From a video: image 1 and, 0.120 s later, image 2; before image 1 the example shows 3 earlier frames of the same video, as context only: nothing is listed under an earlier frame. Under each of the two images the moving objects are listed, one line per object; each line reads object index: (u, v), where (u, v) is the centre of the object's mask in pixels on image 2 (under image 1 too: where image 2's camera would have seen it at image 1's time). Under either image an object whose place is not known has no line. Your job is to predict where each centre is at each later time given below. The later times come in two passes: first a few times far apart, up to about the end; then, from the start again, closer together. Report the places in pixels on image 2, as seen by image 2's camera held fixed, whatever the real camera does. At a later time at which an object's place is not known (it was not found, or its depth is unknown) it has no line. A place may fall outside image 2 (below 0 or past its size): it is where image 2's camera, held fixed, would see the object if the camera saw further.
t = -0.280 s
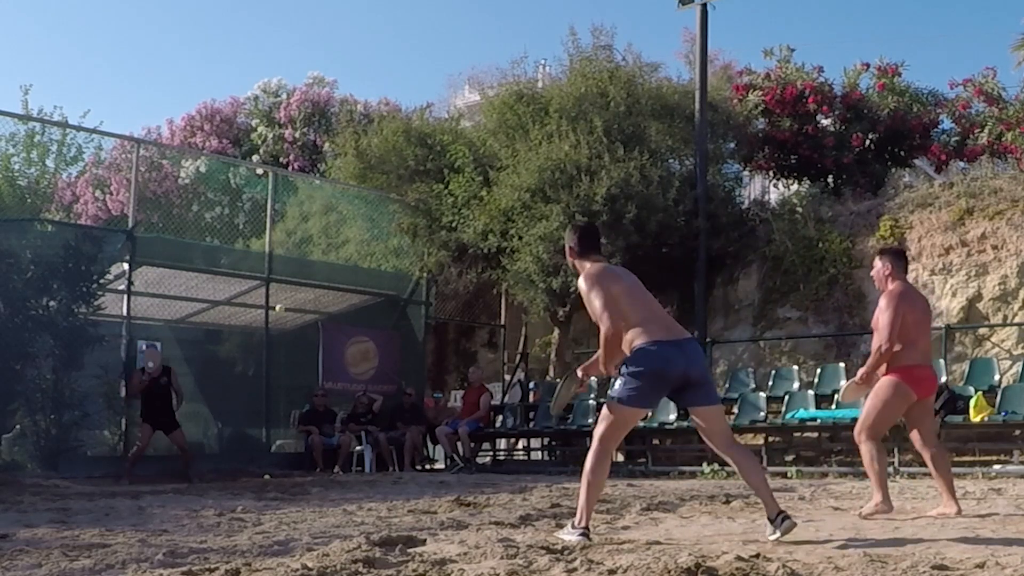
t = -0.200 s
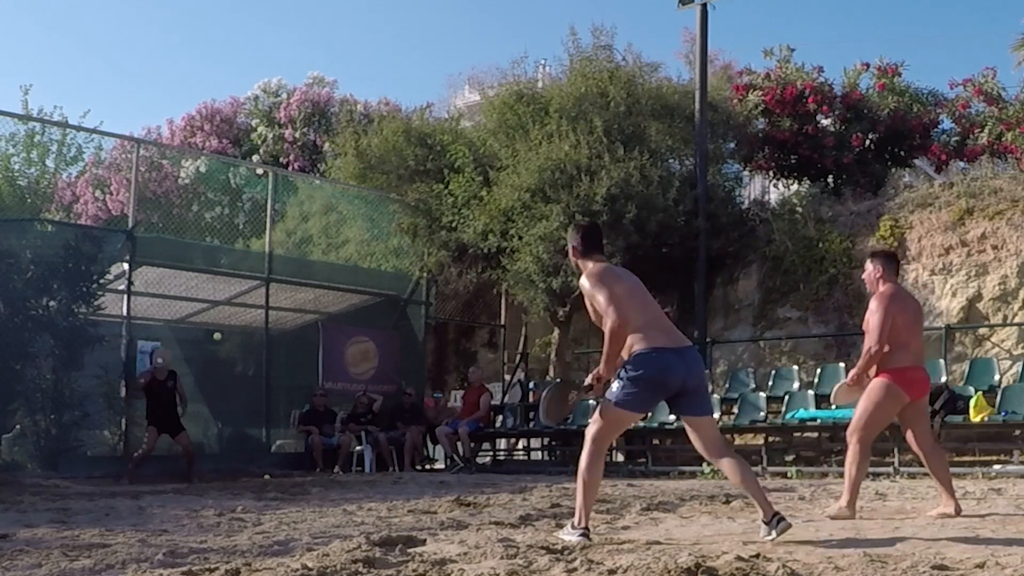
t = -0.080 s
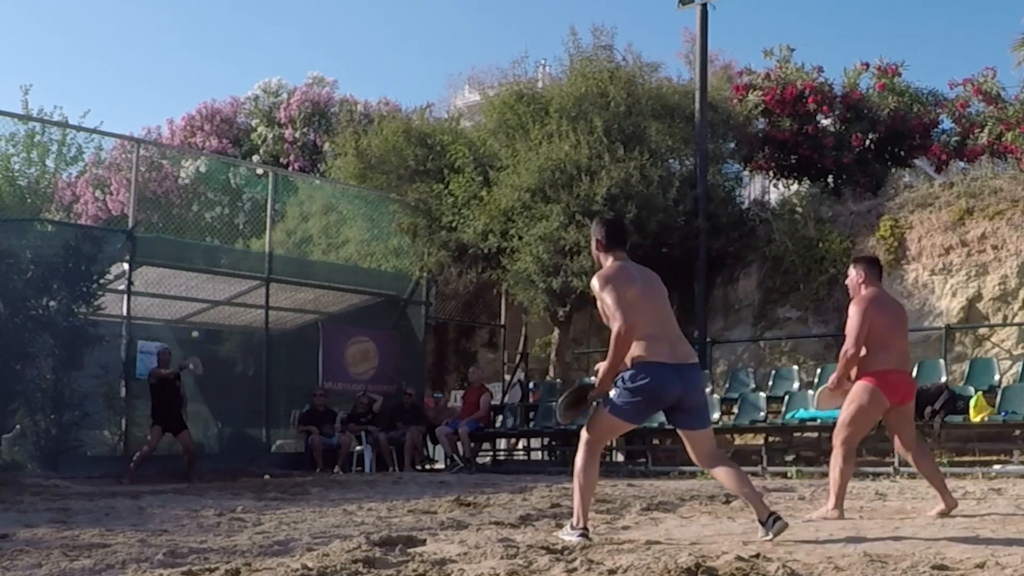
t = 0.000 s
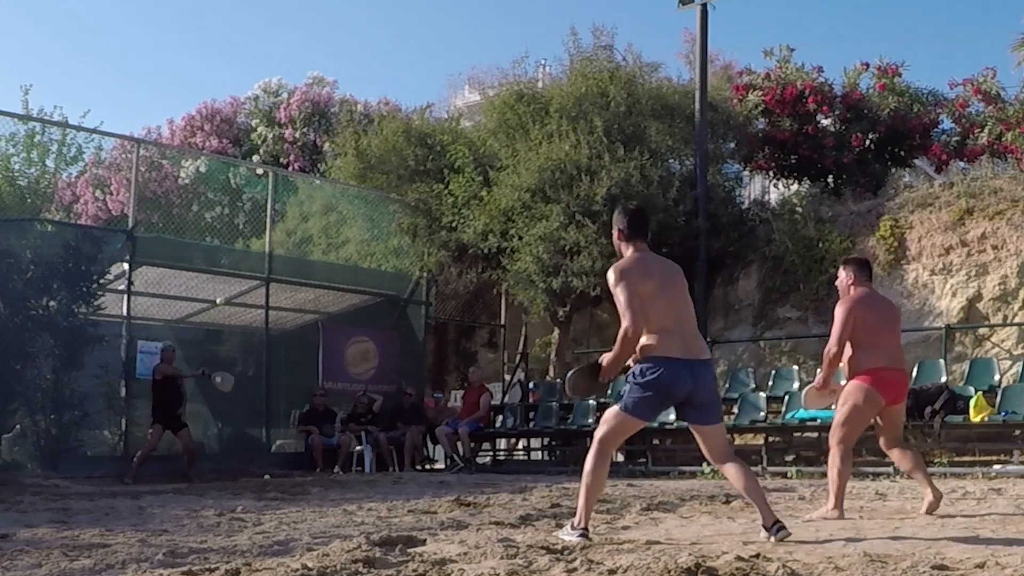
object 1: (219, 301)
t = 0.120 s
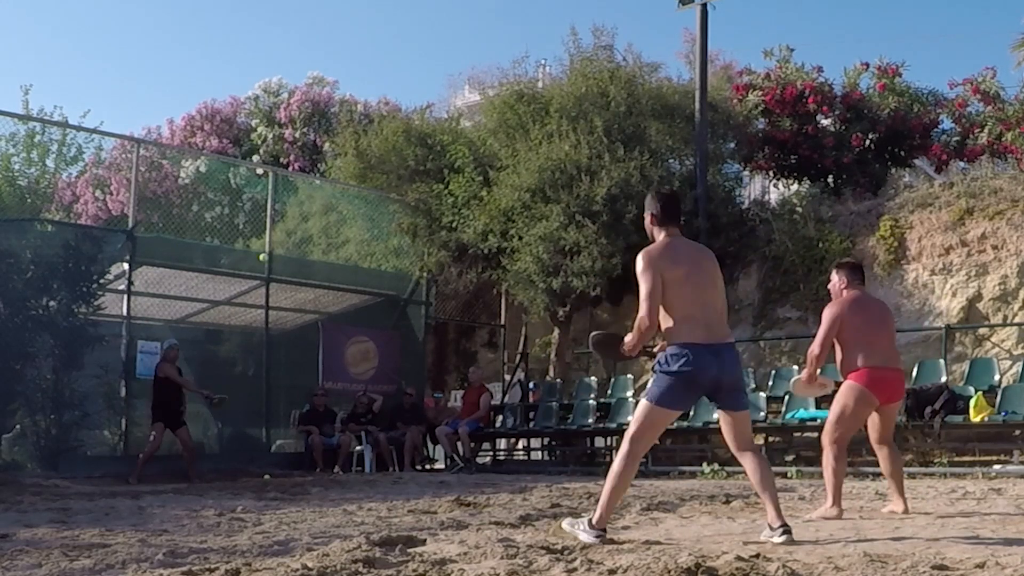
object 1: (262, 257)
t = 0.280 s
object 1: (332, 212)
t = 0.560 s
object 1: (506, 192)
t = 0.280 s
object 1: (332, 212)
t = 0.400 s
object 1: (397, 192)
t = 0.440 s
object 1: (422, 189)
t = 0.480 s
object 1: (448, 188)
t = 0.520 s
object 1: (477, 189)
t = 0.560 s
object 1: (506, 192)
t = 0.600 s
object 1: (539, 199)
